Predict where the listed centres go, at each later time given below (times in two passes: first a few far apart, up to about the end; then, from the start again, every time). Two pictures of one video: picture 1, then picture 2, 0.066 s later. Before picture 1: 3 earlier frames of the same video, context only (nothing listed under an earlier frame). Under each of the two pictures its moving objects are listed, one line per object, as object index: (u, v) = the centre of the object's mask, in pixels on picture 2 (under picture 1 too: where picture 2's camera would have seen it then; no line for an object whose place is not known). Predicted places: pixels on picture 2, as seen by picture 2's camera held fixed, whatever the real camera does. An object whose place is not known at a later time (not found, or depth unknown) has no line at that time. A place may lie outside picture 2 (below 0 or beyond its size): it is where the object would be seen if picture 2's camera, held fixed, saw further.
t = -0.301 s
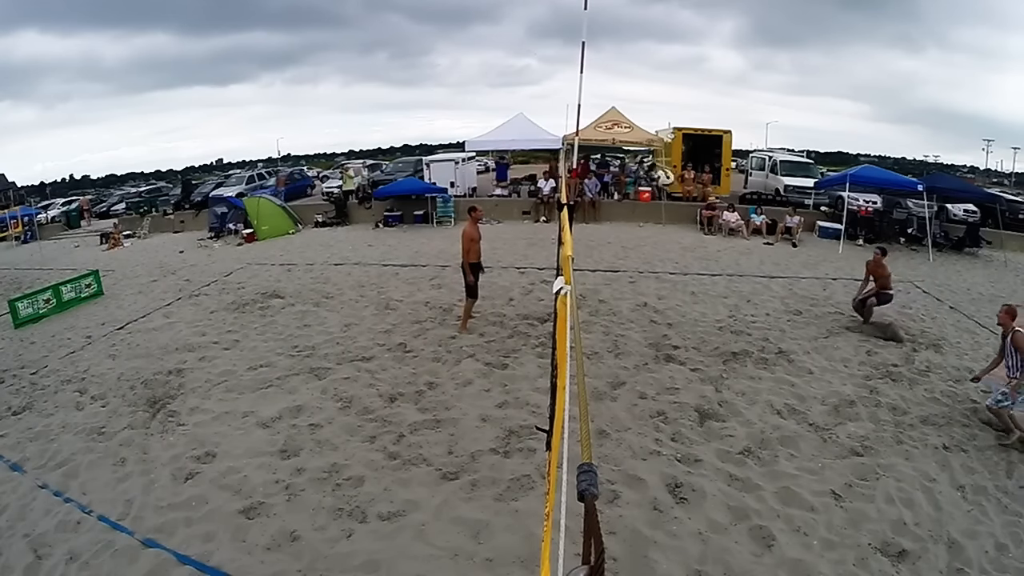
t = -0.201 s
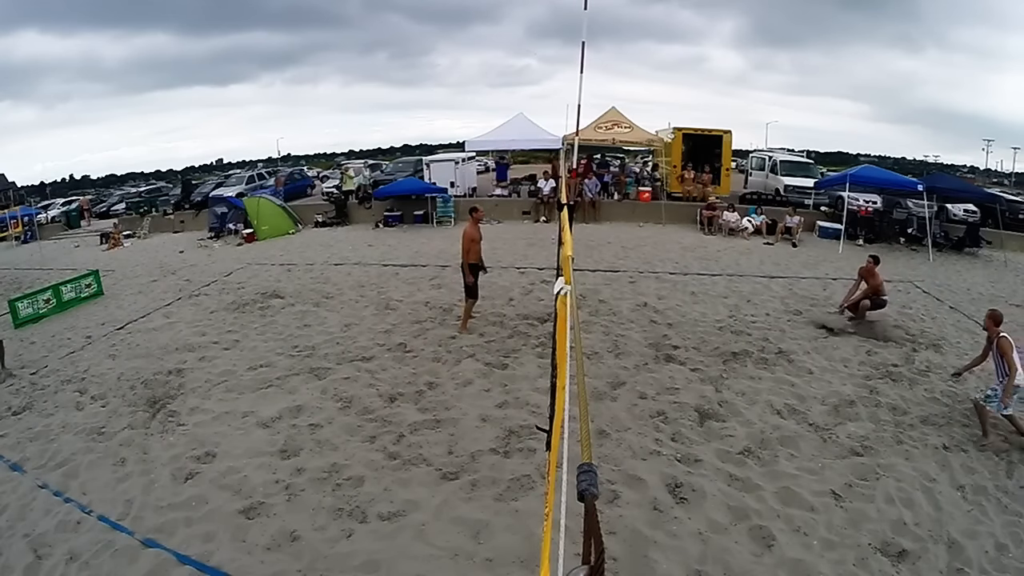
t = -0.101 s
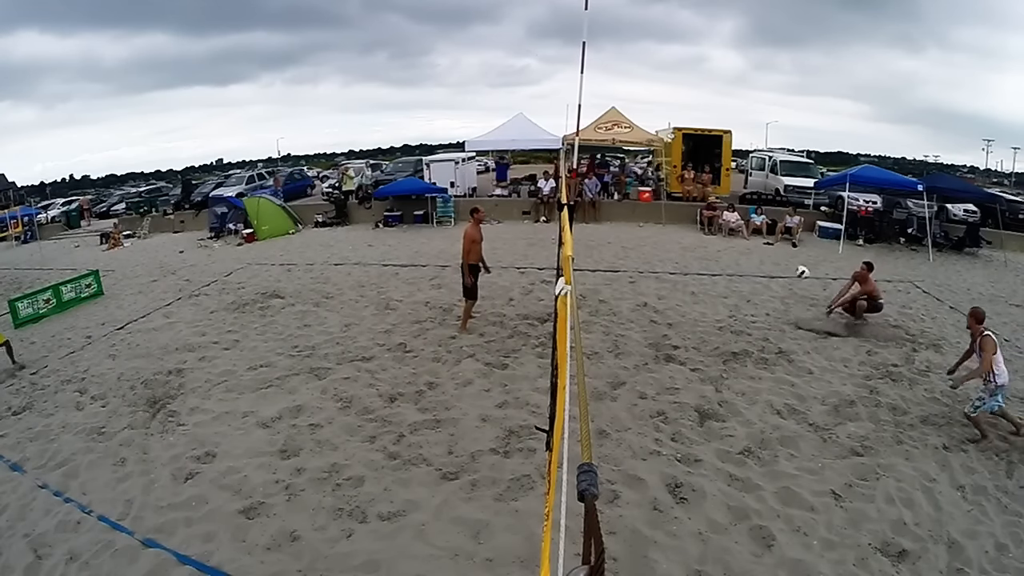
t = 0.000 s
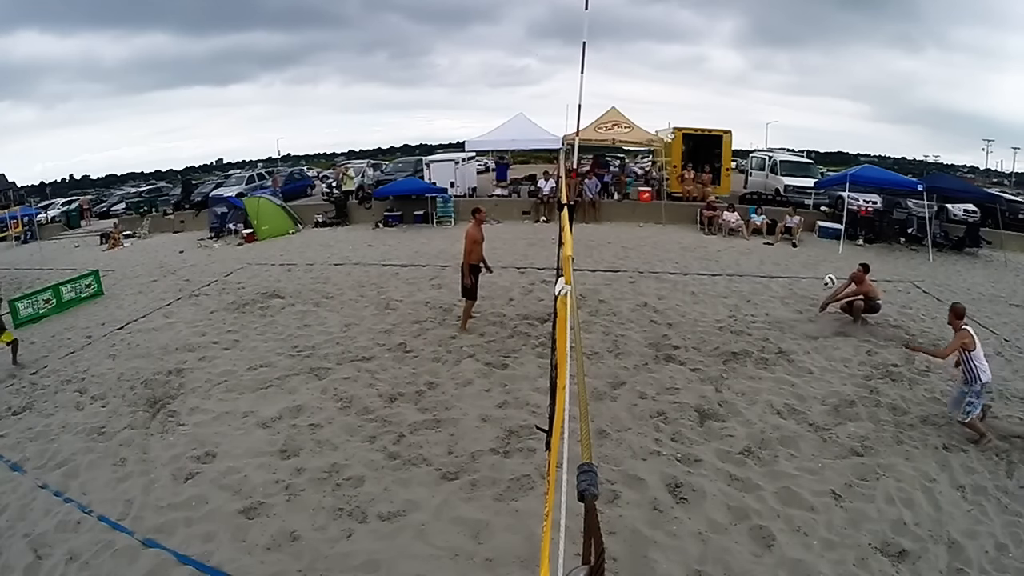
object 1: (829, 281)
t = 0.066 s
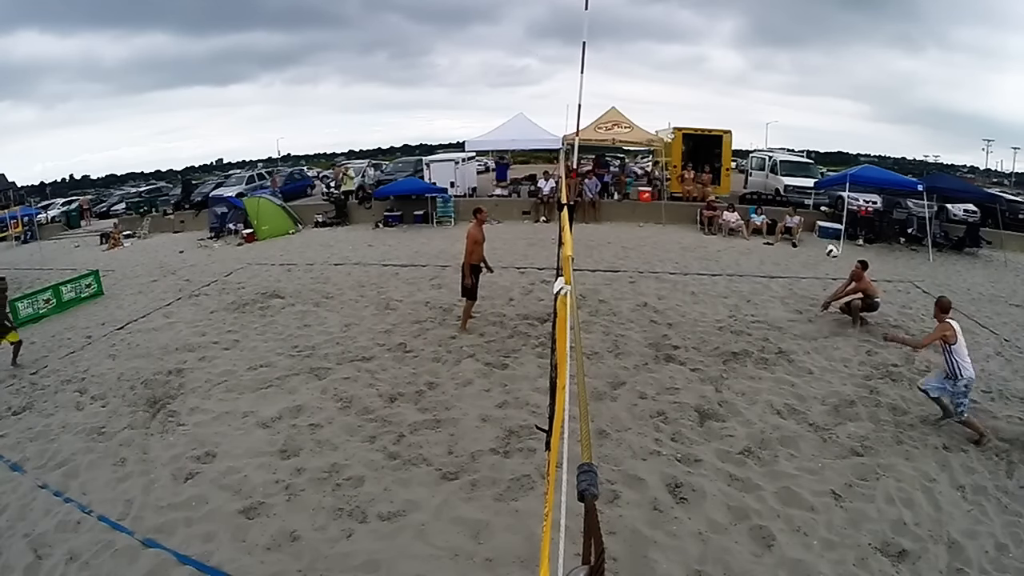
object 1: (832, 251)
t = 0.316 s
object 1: (838, 151)
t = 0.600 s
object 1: (837, 77)
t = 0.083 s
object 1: (832, 243)
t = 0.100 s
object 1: (833, 235)
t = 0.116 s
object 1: (835, 230)
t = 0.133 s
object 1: (834, 221)
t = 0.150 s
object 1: (835, 214)
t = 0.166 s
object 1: (836, 207)
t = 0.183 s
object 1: (836, 201)
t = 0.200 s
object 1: (836, 194)
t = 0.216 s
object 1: (836, 188)
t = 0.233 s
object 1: (836, 181)
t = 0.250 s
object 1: (838, 175)
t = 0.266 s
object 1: (837, 168)
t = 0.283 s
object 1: (838, 162)
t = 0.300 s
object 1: (838, 158)
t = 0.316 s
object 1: (838, 151)
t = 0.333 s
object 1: (838, 145)
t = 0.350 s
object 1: (838, 140)
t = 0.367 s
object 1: (838, 135)
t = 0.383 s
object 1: (838, 129)
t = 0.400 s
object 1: (838, 124)
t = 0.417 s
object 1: (838, 119)
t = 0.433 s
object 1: (838, 114)
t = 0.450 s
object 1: (838, 110)
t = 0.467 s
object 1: (838, 105)
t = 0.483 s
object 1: (838, 101)
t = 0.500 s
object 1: (838, 96)
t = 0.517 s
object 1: (838, 93)
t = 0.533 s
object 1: (838, 90)
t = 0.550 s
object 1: (837, 86)
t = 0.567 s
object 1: (837, 83)
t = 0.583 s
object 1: (837, 80)
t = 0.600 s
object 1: (837, 77)
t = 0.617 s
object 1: (837, 74)
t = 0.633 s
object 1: (837, 71)
